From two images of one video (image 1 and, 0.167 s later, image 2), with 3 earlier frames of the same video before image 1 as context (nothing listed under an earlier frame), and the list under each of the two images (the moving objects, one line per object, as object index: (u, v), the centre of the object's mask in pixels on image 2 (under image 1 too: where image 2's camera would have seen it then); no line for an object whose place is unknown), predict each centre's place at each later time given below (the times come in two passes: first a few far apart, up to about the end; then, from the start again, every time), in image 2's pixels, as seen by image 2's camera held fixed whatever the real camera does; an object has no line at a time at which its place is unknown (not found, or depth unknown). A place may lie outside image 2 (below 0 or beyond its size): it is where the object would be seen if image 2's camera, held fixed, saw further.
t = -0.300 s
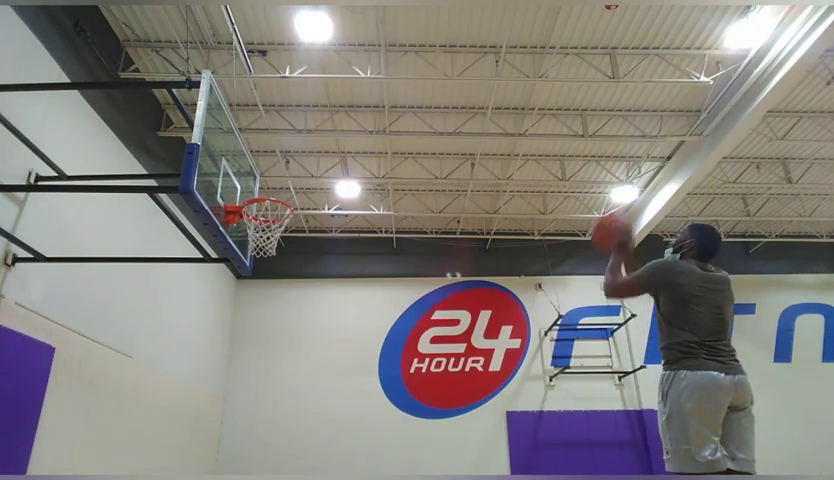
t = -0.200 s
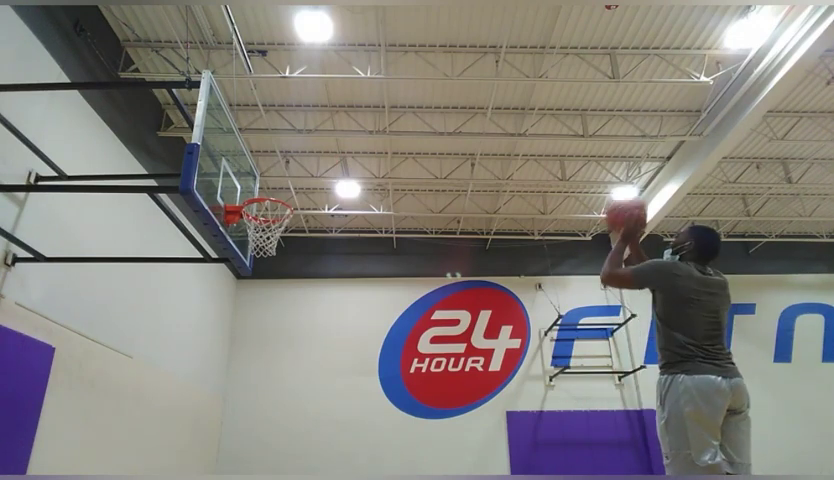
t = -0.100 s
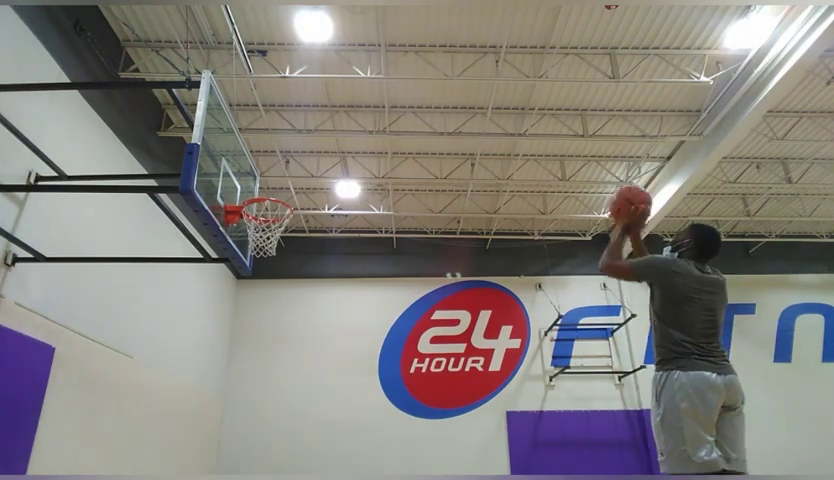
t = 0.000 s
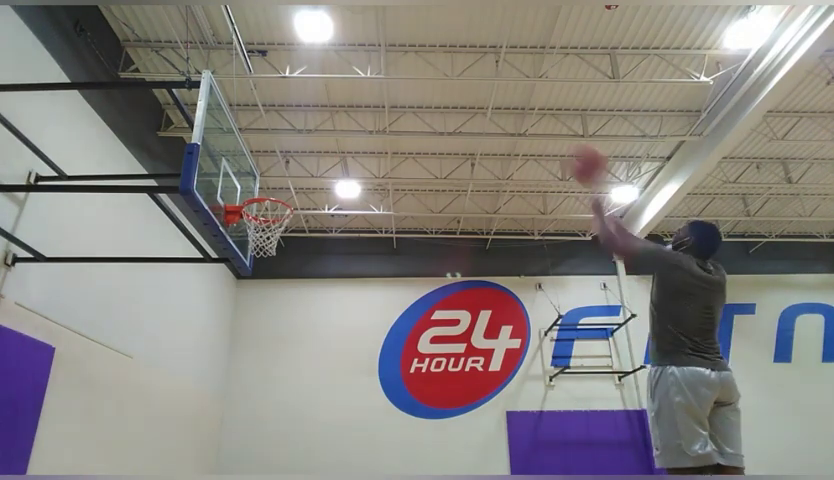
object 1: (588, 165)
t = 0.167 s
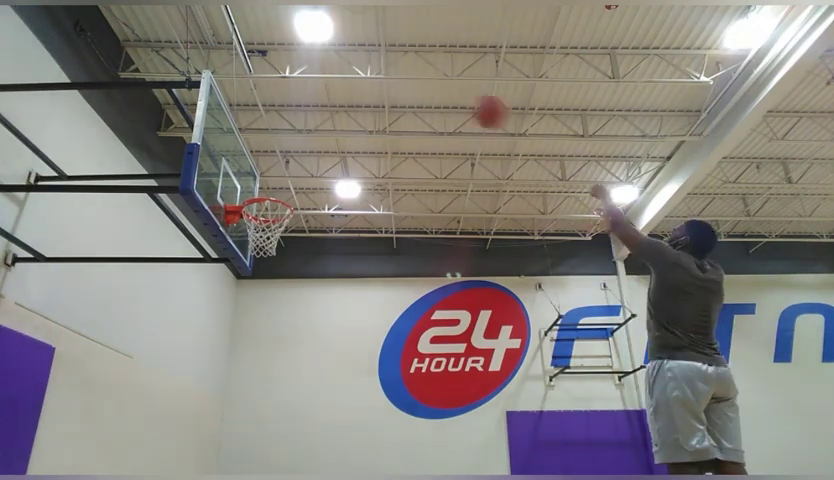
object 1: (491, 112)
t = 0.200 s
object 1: (473, 107)
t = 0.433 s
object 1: (381, 105)
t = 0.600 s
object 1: (330, 132)
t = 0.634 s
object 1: (320, 141)
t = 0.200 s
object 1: (473, 107)
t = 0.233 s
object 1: (458, 103)
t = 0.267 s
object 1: (444, 100)
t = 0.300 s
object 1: (430, 99)
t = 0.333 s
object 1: (417, 99)
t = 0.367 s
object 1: (405, 100)
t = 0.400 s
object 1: (392, 101)
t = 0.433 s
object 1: (381, 105)
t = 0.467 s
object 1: (371, 108)
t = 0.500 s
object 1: (360, 113)
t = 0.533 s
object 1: (350, 118)
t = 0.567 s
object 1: (340, 125)
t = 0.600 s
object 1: (330, 132)
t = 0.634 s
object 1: (320, 141)
